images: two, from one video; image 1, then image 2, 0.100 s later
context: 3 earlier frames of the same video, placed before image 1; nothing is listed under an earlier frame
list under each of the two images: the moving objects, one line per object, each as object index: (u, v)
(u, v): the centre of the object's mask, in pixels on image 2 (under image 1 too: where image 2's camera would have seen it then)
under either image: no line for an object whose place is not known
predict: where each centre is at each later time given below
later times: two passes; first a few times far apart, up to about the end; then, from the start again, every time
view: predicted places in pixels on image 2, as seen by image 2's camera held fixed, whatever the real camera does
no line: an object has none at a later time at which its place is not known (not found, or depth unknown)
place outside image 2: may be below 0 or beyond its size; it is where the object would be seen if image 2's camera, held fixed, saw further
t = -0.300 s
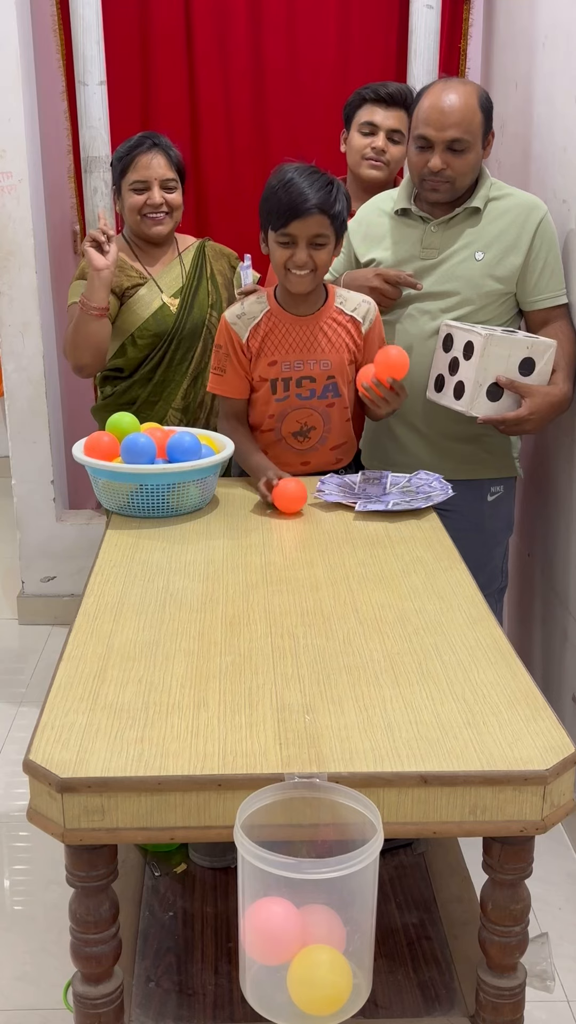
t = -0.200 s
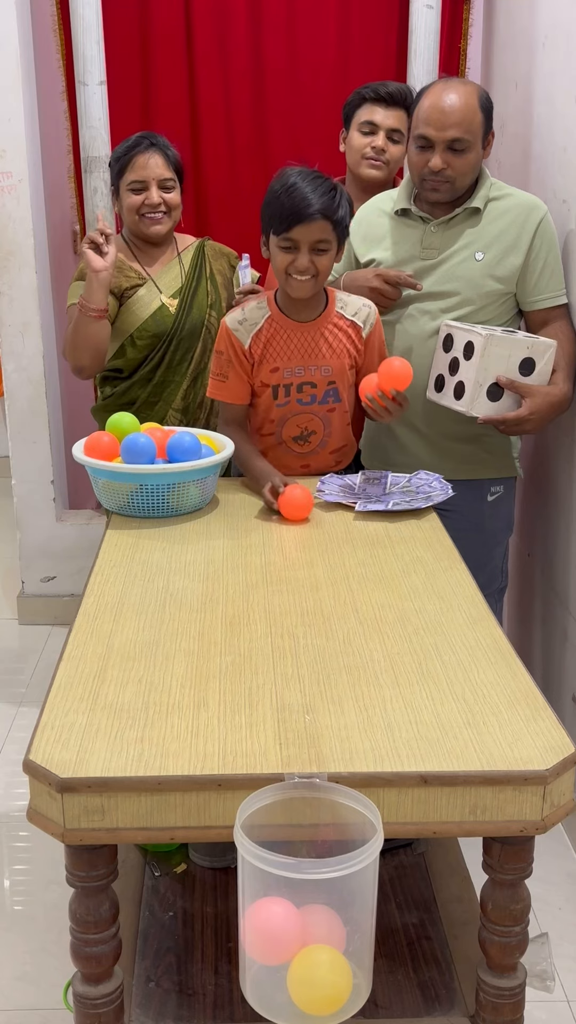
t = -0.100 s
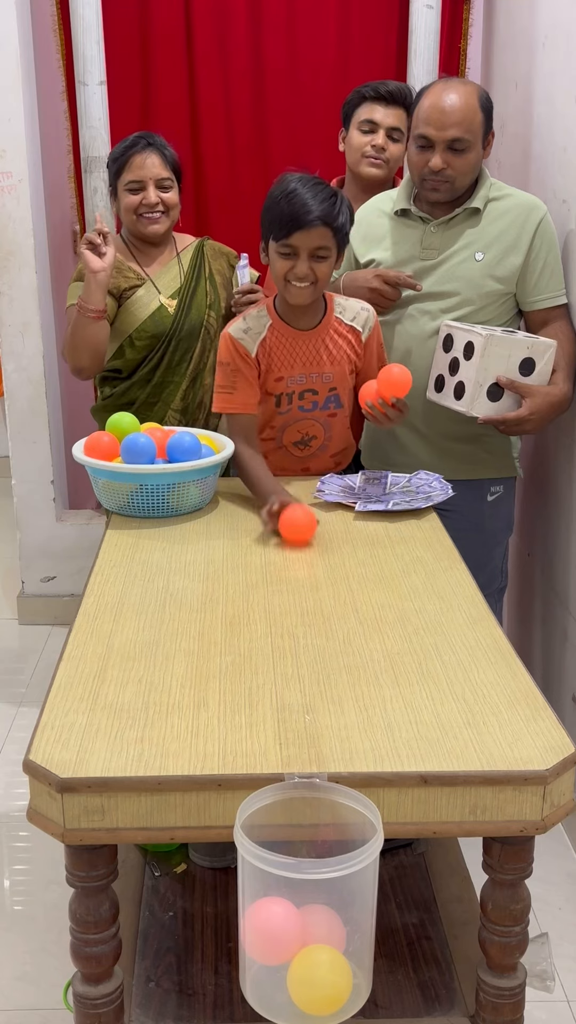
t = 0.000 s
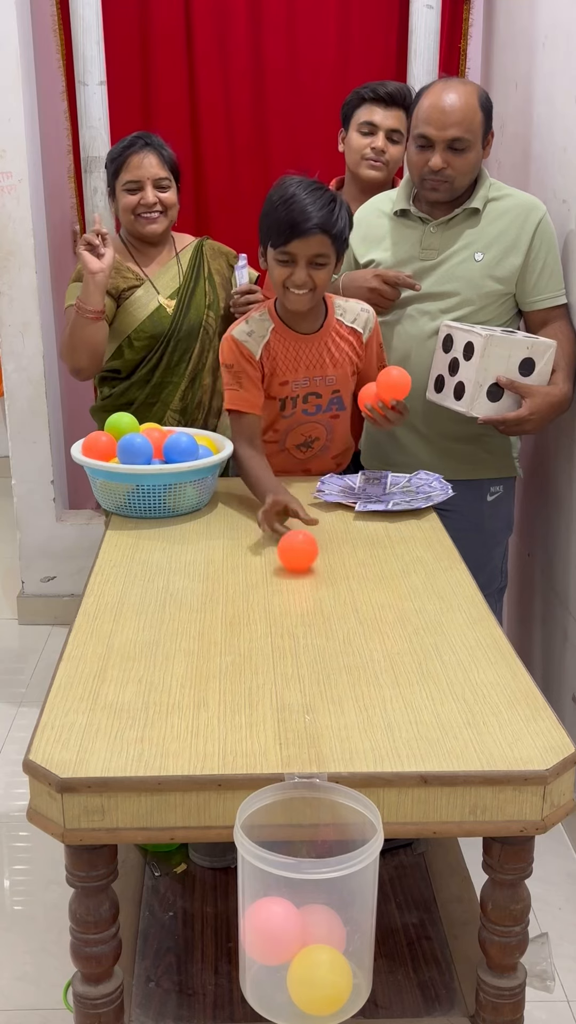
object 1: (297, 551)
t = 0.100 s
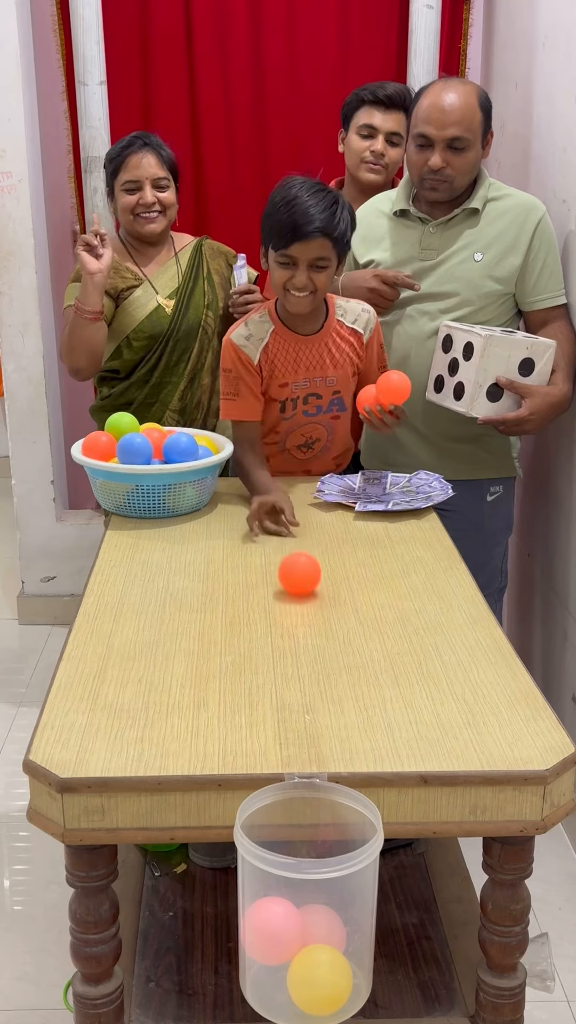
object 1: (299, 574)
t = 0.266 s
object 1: (307, 608)
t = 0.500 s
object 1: (321, 665)
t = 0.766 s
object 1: (343, 743)
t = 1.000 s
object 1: (299, 897)
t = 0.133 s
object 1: (301, 581)
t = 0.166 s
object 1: (303, 588)
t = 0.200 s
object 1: (304, 594)
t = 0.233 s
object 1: (306, 602)
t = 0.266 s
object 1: (307, 608)
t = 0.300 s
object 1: (309, 616)
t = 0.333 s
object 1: (310, 624)
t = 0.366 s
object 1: (313, 632)
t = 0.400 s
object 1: (315, 640)
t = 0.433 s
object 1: (318, 648)
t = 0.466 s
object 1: (320, 657)
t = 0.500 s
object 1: (321, 665)
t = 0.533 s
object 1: (323, 673)
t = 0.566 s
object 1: (326, 682)
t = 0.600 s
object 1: (328, 692)
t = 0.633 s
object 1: (331, 701)
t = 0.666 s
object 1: (334, 711)
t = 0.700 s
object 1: (337, 722)
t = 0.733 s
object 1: (340, 732)
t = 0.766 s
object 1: (343, 743)
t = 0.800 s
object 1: (346, 753)
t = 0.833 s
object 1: (349, 770)
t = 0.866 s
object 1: (350, 790)
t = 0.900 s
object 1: (347, 814)
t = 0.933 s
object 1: (335, 832)
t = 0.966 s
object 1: (317, 870)
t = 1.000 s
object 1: (299, 897)
